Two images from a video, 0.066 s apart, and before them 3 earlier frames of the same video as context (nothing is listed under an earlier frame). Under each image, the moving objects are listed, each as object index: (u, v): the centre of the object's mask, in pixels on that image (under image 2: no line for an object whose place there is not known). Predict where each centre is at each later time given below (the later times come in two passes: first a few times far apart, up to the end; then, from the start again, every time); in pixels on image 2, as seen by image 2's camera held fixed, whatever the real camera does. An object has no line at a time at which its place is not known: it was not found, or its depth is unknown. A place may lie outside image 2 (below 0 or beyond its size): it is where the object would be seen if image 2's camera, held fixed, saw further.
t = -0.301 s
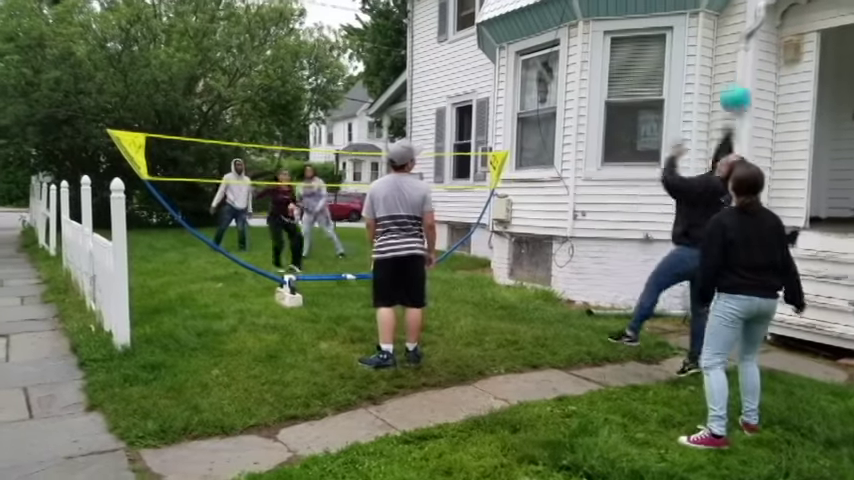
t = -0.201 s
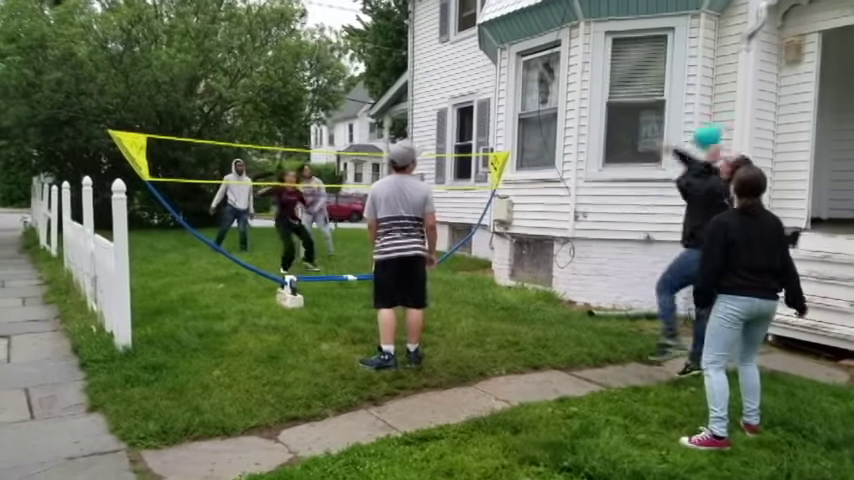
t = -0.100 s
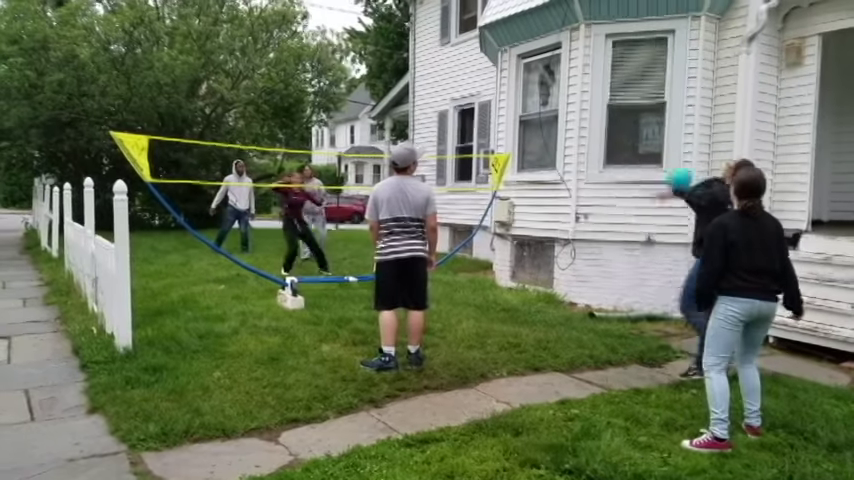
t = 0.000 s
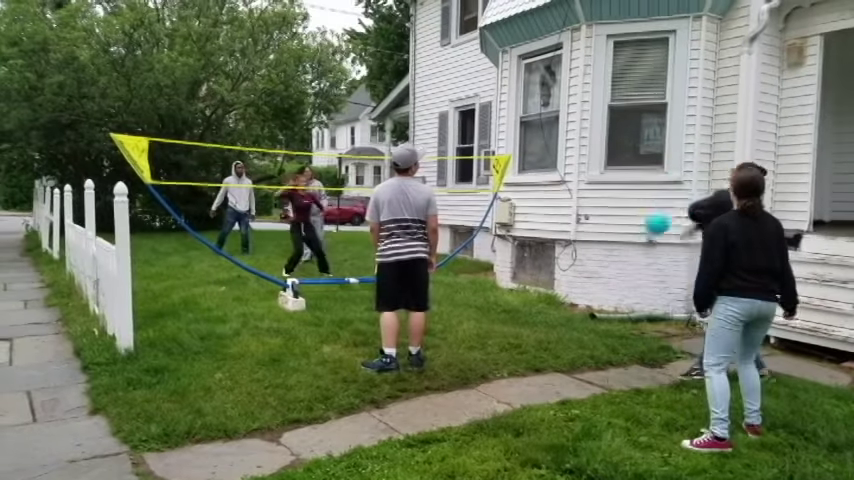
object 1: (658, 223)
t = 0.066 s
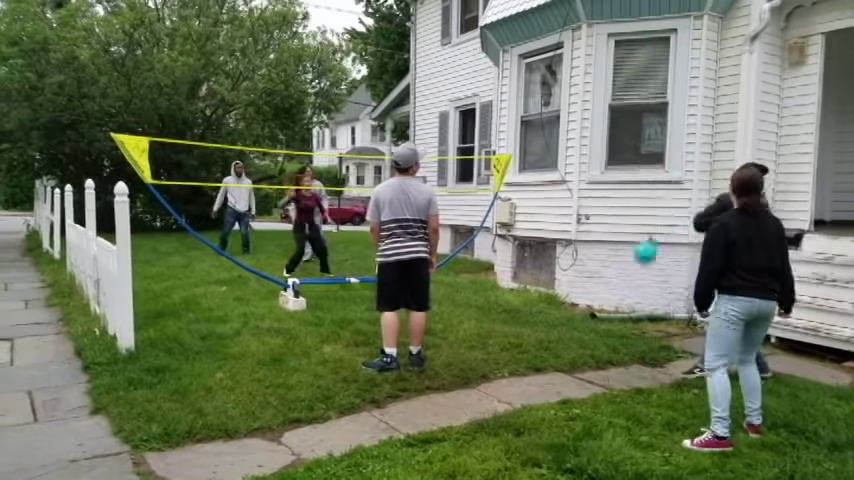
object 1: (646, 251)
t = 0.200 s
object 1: (625, 314)
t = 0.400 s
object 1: (627, 276)
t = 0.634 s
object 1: (629, 268)
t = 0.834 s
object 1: (630, 295)
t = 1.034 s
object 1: (615, 300)
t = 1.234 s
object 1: (600, 303)
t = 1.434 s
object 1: (593, 306)
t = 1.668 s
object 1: (584, 309)
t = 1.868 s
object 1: (582, 308)
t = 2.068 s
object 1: (583, 309)
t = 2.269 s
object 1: (586, 309)
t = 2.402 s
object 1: (587, 309)
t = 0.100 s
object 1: (639, 269)
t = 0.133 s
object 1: (633, 284)
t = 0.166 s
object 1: (629, 299)
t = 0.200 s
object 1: (625, 314)
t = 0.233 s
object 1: (626, 311)
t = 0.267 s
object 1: (625, 302)
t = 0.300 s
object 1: (625, 294)
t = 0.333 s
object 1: (626, 286)
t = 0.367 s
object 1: (626, 280)
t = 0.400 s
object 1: (627, 276)
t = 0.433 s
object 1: (627, 272)
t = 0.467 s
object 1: (628, 270)
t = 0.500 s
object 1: (629, 268)
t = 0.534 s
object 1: (630, 267)
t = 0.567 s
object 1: (629, 267)
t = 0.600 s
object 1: (629, 267)
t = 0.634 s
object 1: (629, 268)
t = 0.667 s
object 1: (629, 270)
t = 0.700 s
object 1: (629, 273)
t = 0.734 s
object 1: (629, 276)
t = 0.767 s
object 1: (629, 281)
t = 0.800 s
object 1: (629, 288)
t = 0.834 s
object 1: (630, 295)
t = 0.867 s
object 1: (630, 303)
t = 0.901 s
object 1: (627, 303)
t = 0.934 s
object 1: (624, 302)
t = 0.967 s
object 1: (621, 300)
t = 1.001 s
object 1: (618, 299)
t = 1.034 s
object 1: (615, 300)
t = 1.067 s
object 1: (612, 301)
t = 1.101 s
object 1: (608, 303)
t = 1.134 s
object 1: (606, 304)
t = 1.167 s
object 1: (604, 304)
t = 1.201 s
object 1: (603, 304)
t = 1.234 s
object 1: (600, 303)
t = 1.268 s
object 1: (599, 303)
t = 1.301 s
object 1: (597, 304)
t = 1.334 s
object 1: (596, 304)
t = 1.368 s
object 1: (594, 305)
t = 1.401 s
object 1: (593, 306)
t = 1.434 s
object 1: (593, 306)
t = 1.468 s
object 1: (592, 307)
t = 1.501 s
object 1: (591, 307)
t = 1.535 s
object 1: (590, 308)
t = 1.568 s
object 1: (590, 308)
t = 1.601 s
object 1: (589, 308)
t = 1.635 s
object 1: (587, 308)
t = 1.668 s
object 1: (584, 309)
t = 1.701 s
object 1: (583, 309)
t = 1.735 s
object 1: (583, 308)
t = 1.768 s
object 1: (582, 308)
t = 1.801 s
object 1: (582, 308)
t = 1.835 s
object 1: (582, 308)
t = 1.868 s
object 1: (582, 308)
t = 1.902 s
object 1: (582, 308)
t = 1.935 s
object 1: (581, 308)
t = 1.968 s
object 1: (581, 308)
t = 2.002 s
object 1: (582, 309)
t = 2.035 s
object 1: (582, 309)
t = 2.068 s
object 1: (583, 309)
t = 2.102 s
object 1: (584, 309)
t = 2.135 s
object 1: (584, 309)
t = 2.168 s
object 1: (584, 309)
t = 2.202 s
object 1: (584, 309)
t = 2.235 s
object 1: (586, 309)
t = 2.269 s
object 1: (586, 309)
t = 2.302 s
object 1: (586, 309)
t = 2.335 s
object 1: (588, 309)
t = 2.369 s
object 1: (588, 309)
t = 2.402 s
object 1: (587, 309)
